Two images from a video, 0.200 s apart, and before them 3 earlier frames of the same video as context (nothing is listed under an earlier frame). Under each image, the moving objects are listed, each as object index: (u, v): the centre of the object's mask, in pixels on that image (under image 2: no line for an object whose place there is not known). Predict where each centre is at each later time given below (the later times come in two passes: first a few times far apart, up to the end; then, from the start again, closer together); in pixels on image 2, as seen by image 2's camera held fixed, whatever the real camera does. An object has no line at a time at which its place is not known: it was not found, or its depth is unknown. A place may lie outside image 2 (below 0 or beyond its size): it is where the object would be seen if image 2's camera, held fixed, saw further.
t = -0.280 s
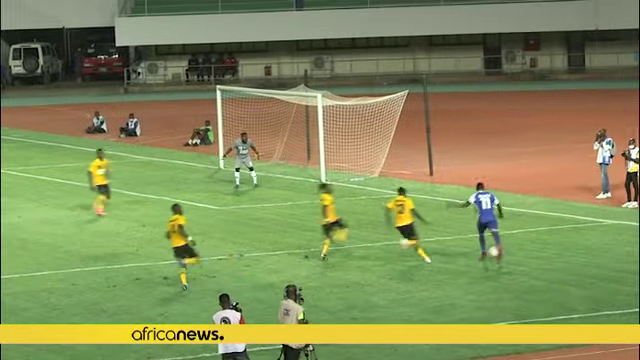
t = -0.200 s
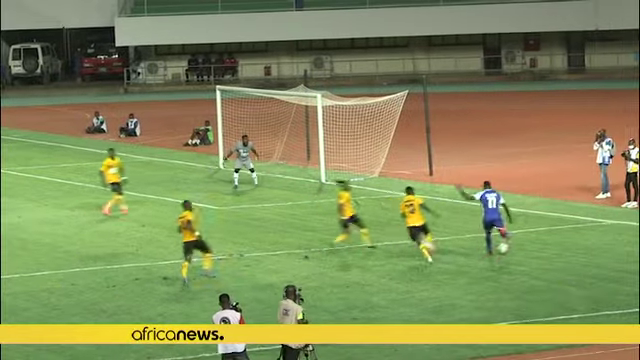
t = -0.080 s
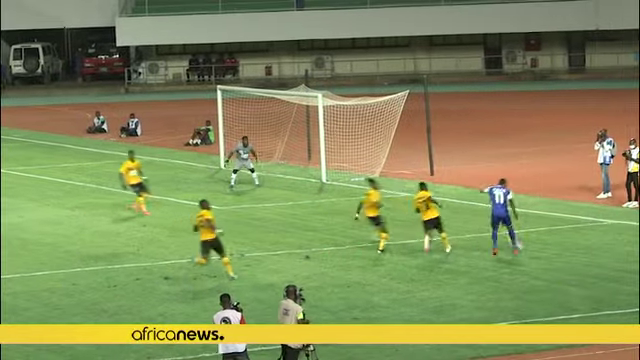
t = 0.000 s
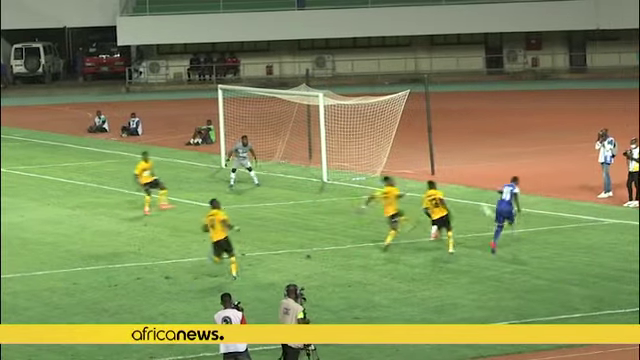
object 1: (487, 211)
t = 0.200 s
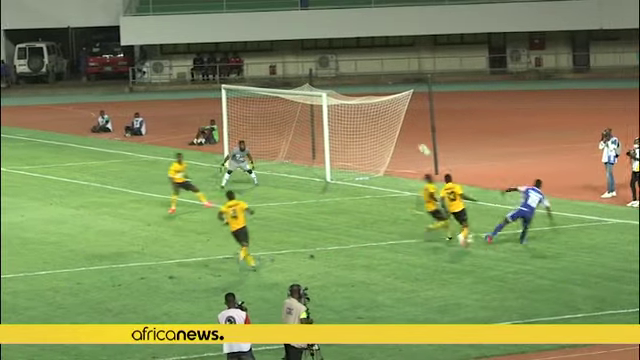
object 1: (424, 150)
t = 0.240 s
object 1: (410, 139)
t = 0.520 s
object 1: (323, 88)
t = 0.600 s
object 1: (299, 81)
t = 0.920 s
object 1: (209, 72)
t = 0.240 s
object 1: (410, 139)
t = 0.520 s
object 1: (323, 88)
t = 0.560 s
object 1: (312, 85)
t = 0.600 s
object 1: (299, 81)
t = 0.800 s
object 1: (242, 73)
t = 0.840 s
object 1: (231, 72)
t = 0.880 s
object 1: (219, 72)
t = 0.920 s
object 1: (209, 72)
